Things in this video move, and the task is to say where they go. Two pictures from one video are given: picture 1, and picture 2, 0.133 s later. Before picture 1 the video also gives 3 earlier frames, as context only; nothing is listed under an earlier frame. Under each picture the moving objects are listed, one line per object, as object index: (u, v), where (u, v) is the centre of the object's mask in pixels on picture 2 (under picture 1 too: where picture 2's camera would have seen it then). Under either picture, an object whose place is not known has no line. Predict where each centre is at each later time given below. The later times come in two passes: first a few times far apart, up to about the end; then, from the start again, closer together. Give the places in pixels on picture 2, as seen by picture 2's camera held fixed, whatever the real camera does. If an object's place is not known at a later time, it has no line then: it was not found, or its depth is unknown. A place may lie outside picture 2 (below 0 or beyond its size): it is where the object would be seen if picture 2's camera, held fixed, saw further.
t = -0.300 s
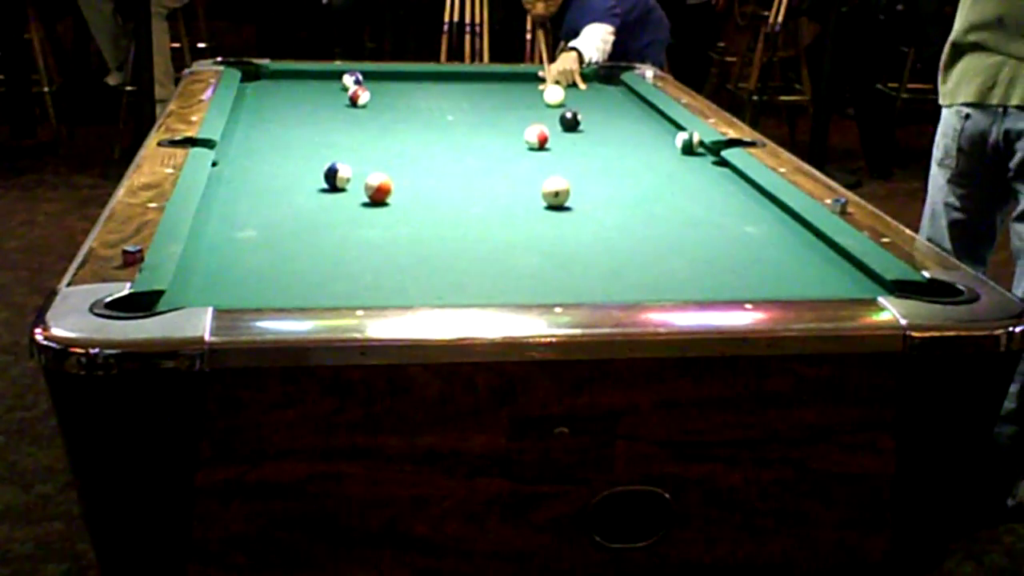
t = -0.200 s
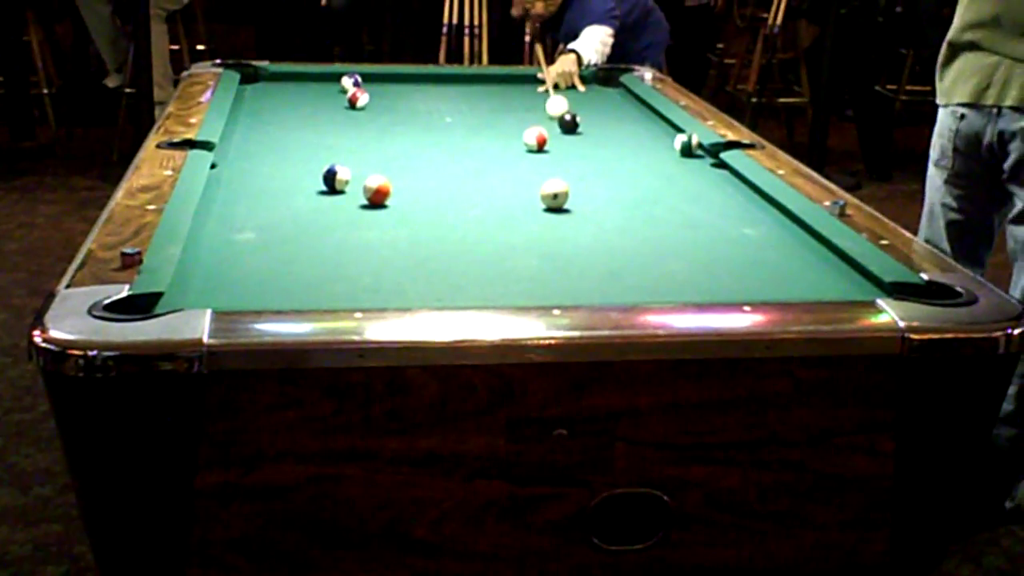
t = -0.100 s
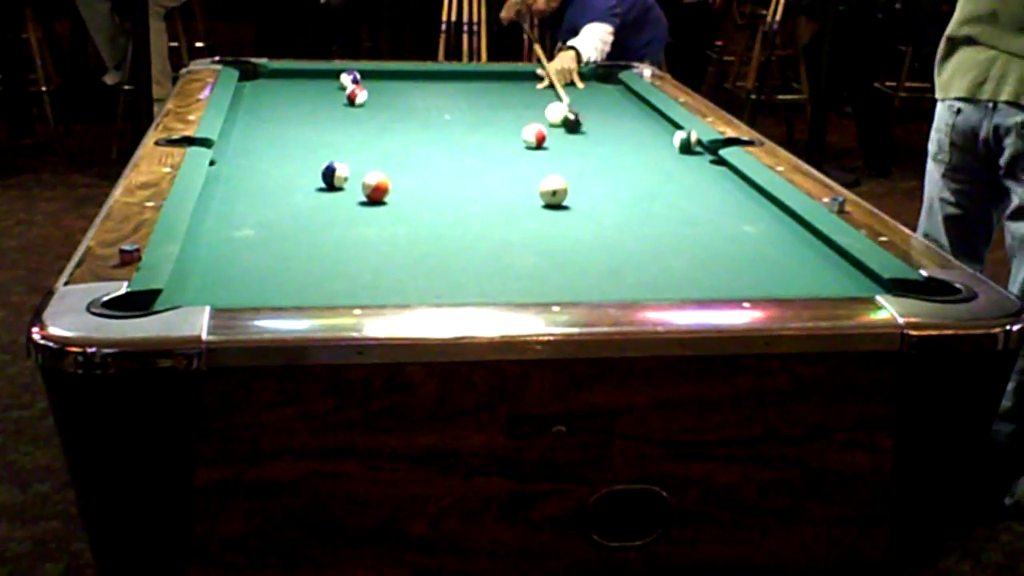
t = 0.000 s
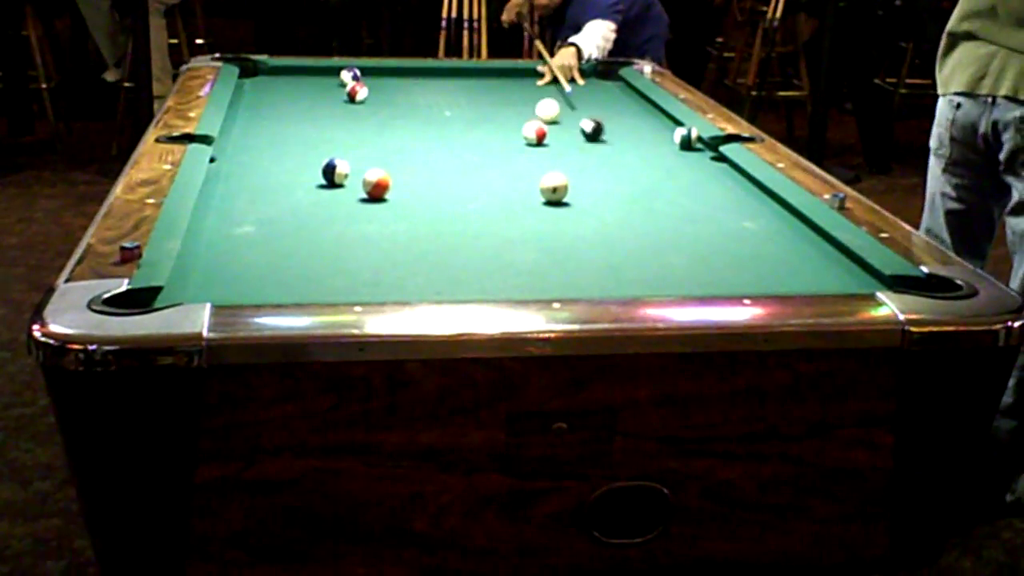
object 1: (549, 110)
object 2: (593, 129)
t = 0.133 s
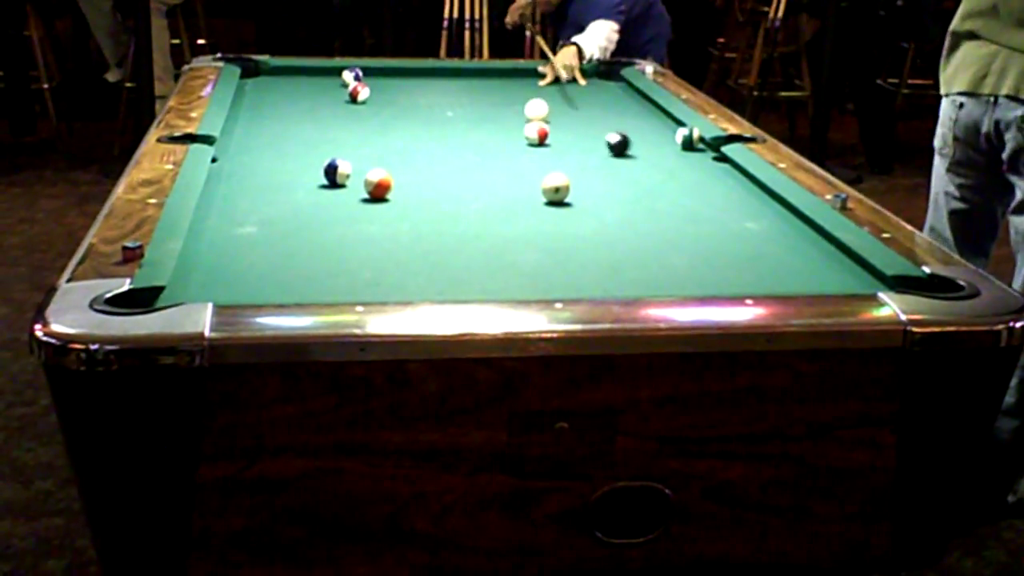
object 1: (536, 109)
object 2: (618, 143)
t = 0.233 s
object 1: (526, 110)
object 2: (637, 155)
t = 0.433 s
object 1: (509, 110)
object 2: (680, 179)
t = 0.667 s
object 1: (490, 110)
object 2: (739, 212)
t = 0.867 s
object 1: (475, 110)
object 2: (797, 246)
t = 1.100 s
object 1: (459, 110)
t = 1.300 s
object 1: (447, 110)
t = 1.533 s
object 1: (434, 110)
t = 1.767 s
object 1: (424, 109)
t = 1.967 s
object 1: (416, 109)
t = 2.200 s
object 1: (408, 109)
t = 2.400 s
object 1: (403, 110)
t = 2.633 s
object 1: (399, 109)
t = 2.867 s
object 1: (397, 110)
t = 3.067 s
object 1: (396, 109)
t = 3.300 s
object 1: (396, 110)
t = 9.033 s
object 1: (395, 111)
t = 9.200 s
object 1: (396, 110)
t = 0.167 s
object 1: (532, 109)
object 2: (624, 147)
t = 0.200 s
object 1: (529, 109)
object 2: (631, 151)
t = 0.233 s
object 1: (526, 110)
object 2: (637, 155)
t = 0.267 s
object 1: (524, 110)
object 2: (645, 159)
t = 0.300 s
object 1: (521, 110)
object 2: (650, 162)
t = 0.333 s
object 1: (518, 110)
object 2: (658, 167)
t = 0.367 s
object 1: (515, 110)
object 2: (666, 171)
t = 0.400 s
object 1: (512, 110)
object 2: (673, 175)
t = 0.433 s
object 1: (509, 110)
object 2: (680, 179)
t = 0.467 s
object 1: (506, 110)
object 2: (688, 184)
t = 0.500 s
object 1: (504, 110)
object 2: (696, 189)
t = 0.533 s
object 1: (501, 110)
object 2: (704, 193)
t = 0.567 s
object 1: (498, 110)
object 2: (713, 198)
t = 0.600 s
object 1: (495, 110)
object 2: (721, 202)
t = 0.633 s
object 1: (493, 110)
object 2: (730, 208)
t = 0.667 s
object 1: (490, 110)
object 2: (739, 212)
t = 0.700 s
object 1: (488, 110)
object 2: (748, 218)
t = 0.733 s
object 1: (485, 110)
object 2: (757, 223)
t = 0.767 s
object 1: (483, 110)
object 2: (767, 229)
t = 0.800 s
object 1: (480, 110)
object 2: (777, 235)
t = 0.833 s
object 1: (478, 110)
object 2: (787, 241)
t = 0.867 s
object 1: (475, 110)
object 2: (797, 246)
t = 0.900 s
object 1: (473, 110)
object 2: (806, 252)
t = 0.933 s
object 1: (471, 110)
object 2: (818, 259)
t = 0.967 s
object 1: (468, 110)
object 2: (829, 265)
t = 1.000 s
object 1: (466, 110)
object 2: (840, 270)
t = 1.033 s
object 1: (464, 110)
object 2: (852, 275)
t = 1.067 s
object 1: (461, 110)
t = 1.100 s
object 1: (459, 110)
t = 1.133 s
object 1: (457, 110)
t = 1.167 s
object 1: (455, 110)
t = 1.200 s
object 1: (453, 110)
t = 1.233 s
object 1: (451, 110)
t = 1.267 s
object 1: (449, 110)
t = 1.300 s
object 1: (447, 110)
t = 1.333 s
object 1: (445, 110)
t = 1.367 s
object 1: (443, 110)
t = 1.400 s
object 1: (441, 110)
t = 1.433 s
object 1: (439, 109)
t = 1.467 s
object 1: (438, 109)
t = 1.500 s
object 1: (436, 110)
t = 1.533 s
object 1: (434, 110)
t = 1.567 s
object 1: (433, 110)
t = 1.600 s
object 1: (431, 110)
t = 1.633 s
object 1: (429, 110)
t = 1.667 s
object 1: (428, 110)
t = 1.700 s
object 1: (426, 110)
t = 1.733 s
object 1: (425, 110)
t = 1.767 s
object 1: (424, 109)
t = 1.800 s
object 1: (422, 109)
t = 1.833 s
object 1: (421, 109)
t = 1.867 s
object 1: (419, 110)
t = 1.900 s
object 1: (418, 109)
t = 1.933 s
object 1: (417, 110)
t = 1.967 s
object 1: (416, 109)
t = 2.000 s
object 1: (414, 108)
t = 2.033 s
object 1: (413, 109)
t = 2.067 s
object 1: (412, 109)
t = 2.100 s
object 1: (411, 110)
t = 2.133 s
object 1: (410, 109)
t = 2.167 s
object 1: (409, 109)
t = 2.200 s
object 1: (408, 109)
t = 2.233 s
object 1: (407, 109)
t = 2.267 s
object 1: (406, 109)
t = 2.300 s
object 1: (405, 109)
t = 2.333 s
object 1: (405, 109)
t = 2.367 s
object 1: (404, 110)
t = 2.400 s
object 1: (403, 110)
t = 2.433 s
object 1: (402, 110)
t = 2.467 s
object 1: (402, 109)
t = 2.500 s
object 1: (401, 110)
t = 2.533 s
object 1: (401, 110)
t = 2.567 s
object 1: (400, 110)
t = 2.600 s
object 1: (400, 110)
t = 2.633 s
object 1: (399, 109)
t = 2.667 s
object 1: (399, 109)
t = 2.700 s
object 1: (398, 109)
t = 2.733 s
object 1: (398, 109)
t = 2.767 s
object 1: (398, 109)
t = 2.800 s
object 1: (397, 110)
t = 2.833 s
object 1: (397, 110)
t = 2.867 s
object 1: (397, 110)
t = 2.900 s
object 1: (397, 109)
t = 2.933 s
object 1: (396, 110)
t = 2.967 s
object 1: (396, 109)
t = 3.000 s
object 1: (396, 109)
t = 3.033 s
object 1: (396, 109)
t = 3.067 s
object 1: (396, 109)
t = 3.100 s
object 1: (396, 110)
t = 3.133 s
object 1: (396, 110)
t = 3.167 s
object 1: (396, 110)
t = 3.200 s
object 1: (396, 110)
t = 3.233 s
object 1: (396, 110)
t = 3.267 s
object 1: (396, 110)
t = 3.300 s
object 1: (396, 110)
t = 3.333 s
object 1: (396, 110)
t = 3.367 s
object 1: (396, 110)
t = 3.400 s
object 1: (396, 111)
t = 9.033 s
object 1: (395, 111)
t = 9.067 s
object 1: (395, 110)
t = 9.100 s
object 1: (396, 111)
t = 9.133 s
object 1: (396, 111)
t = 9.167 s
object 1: (396, 111)
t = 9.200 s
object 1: (396, 110)
